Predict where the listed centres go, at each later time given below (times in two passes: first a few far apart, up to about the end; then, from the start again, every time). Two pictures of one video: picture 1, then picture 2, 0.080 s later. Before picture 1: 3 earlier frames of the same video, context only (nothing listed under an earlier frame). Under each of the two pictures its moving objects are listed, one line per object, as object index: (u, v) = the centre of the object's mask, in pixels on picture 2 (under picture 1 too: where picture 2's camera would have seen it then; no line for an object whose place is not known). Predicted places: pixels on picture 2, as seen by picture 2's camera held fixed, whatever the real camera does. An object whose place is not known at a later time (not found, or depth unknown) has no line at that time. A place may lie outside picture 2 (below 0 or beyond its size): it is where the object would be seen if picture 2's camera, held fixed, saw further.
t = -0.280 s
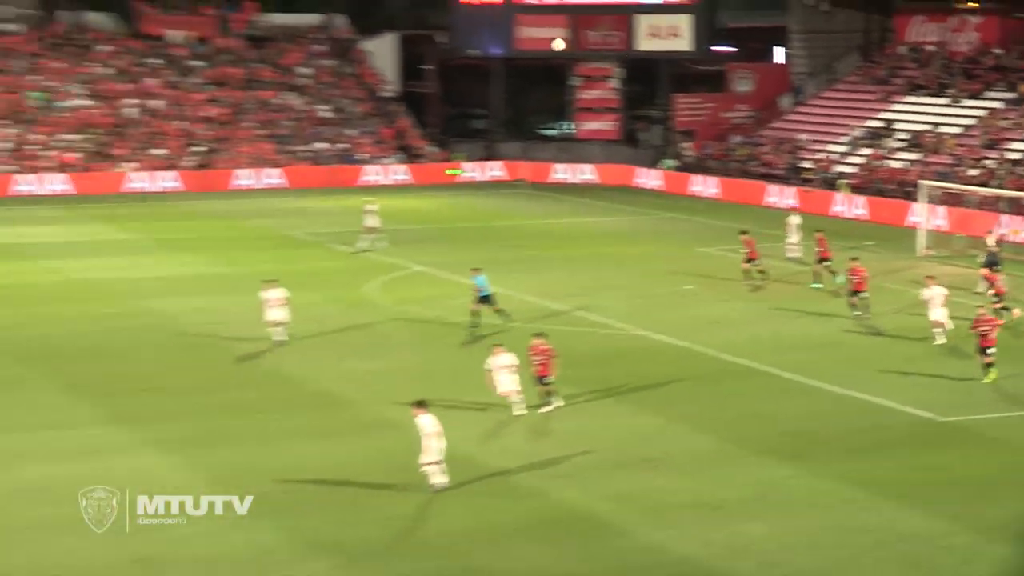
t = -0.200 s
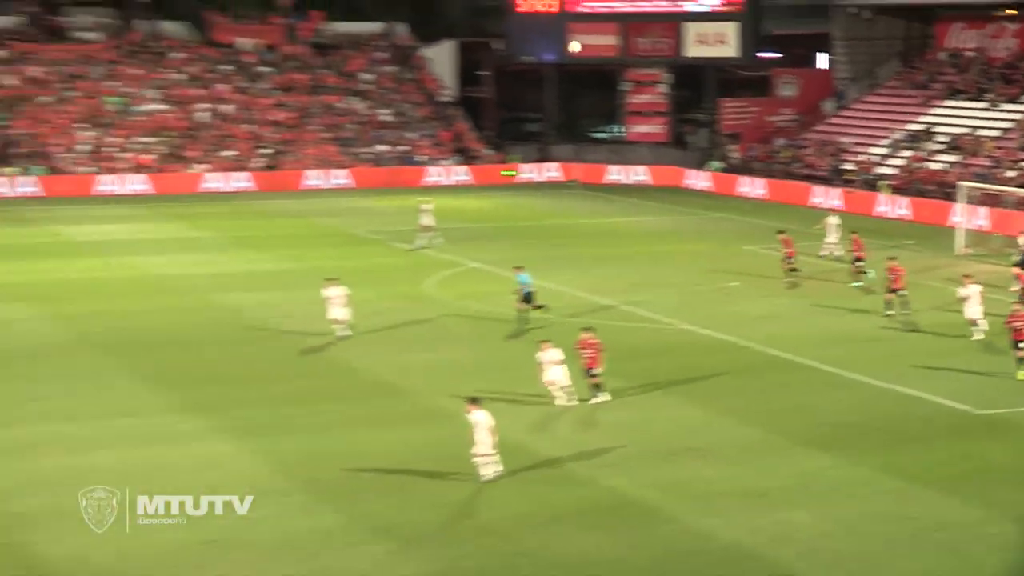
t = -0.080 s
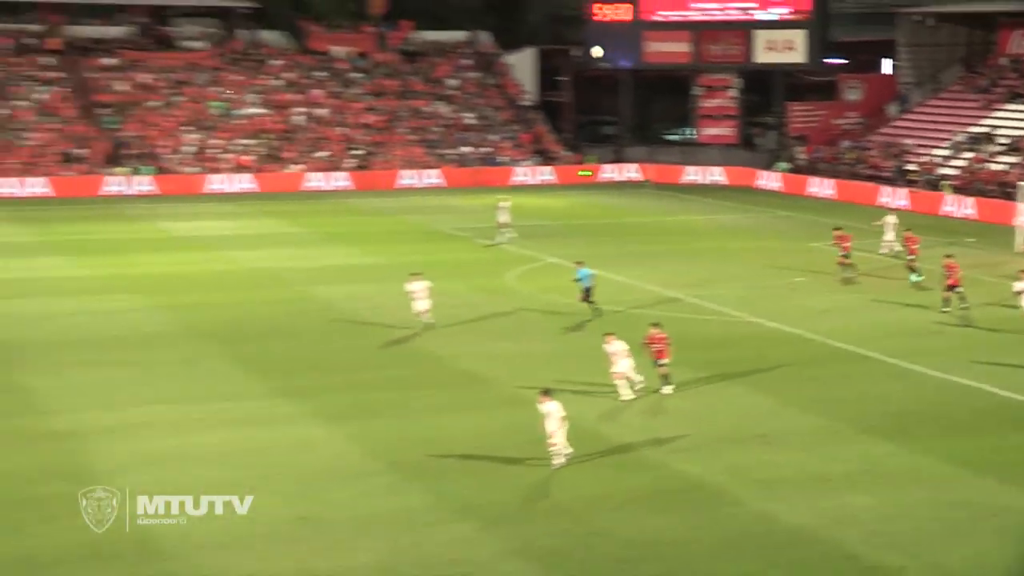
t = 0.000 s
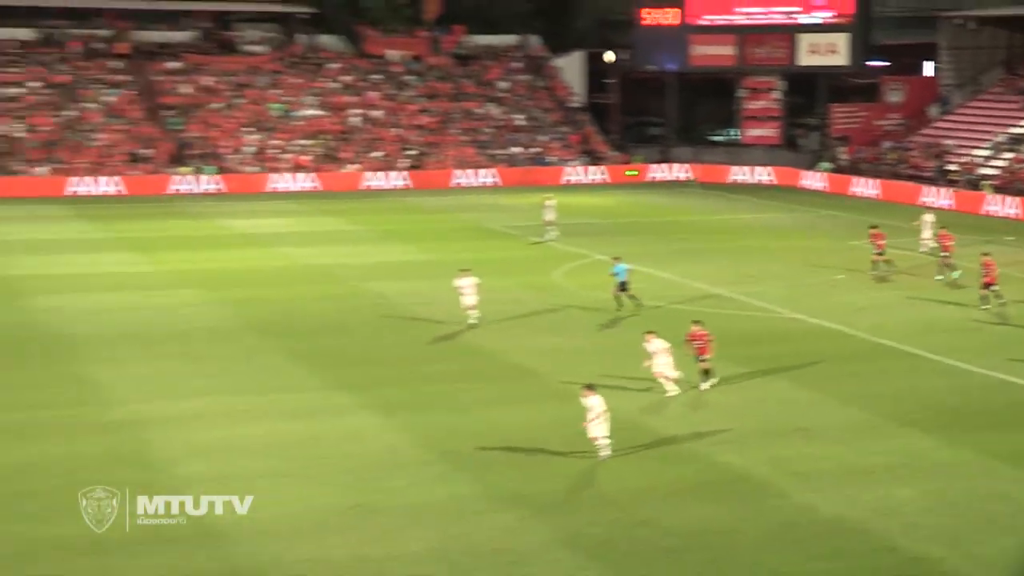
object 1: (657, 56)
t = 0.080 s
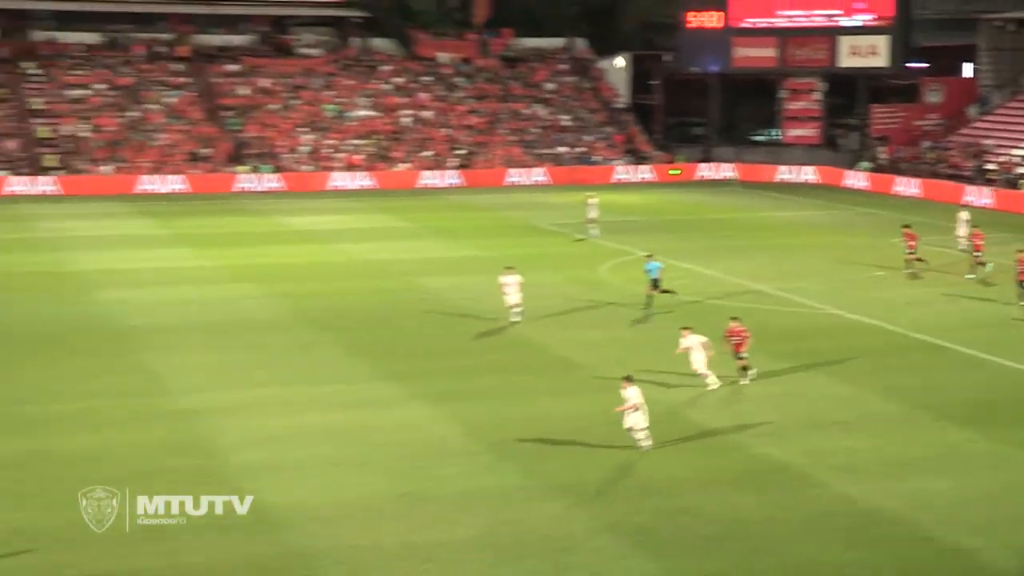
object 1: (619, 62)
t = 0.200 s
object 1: (564, 75)
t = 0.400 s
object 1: (474, 106)
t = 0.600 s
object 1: (384, 151)
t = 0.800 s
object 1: (291, 214)
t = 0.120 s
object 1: (600, 66)
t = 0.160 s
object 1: (582, 70)
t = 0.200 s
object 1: (564, 75)
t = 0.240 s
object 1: (546, 81)
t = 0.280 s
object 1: (528, 86)
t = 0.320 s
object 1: (510, 92)
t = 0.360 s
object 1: (492, 99)
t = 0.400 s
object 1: (474, 106)
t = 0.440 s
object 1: (457, 114)
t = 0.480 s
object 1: (438, 122)
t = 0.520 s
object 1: (420, 132)
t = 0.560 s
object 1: (402, 141)
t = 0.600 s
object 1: (384, 151)
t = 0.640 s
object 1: (366, 162)
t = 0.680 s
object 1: (347, 174)
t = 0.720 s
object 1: (329, 186)
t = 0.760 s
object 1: (311, 200)
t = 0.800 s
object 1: (291, 214)
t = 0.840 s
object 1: (271, 230)
